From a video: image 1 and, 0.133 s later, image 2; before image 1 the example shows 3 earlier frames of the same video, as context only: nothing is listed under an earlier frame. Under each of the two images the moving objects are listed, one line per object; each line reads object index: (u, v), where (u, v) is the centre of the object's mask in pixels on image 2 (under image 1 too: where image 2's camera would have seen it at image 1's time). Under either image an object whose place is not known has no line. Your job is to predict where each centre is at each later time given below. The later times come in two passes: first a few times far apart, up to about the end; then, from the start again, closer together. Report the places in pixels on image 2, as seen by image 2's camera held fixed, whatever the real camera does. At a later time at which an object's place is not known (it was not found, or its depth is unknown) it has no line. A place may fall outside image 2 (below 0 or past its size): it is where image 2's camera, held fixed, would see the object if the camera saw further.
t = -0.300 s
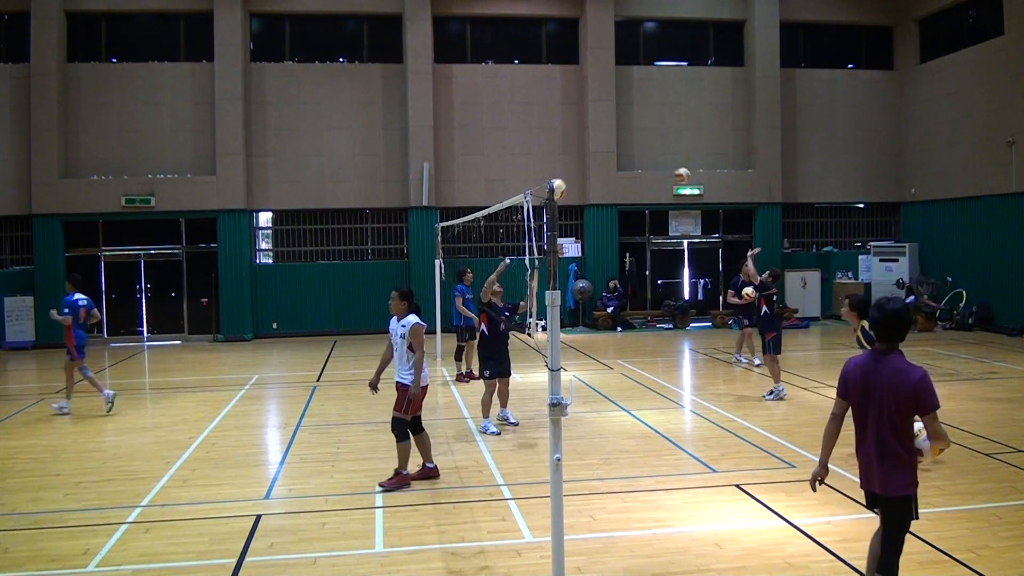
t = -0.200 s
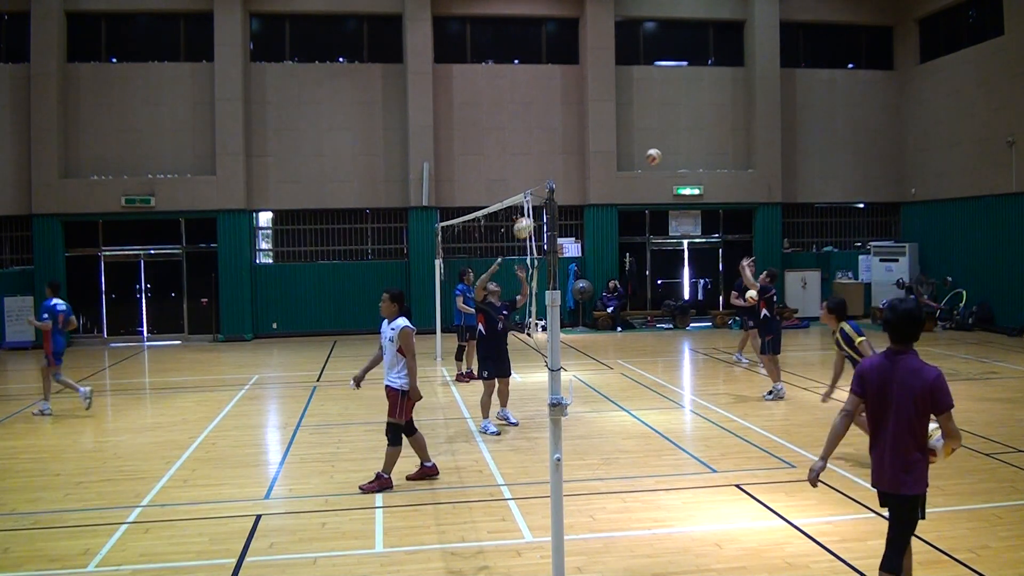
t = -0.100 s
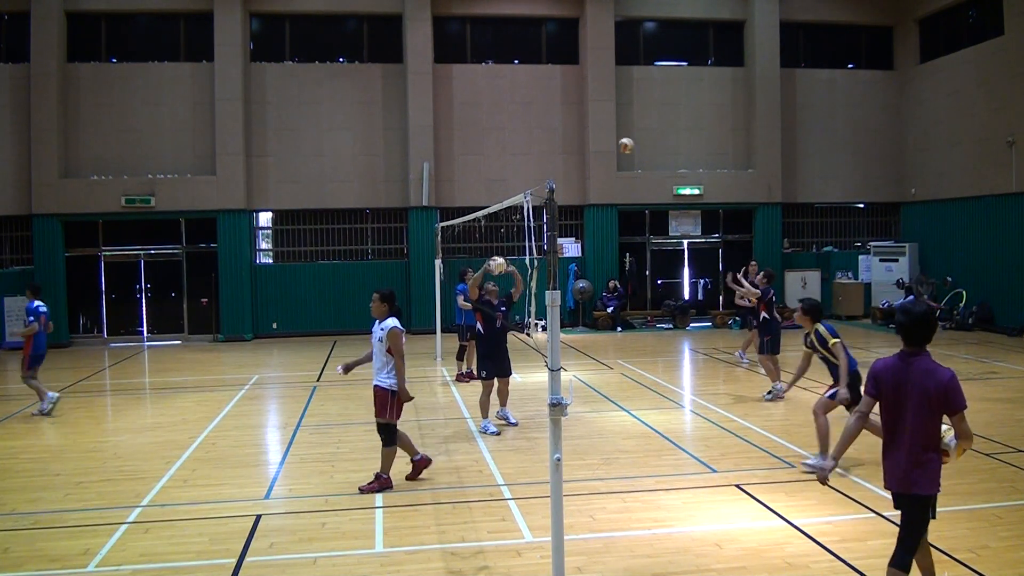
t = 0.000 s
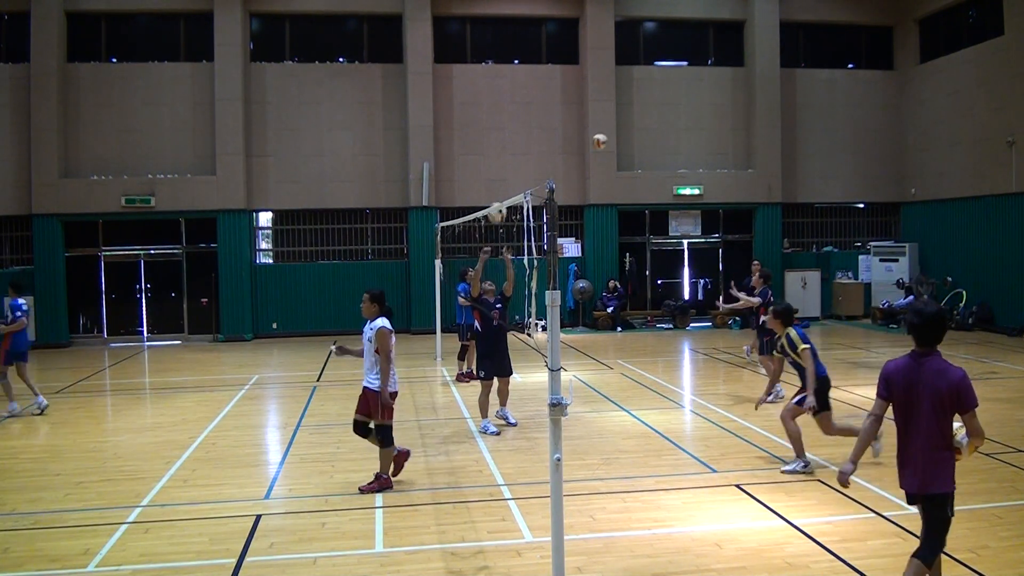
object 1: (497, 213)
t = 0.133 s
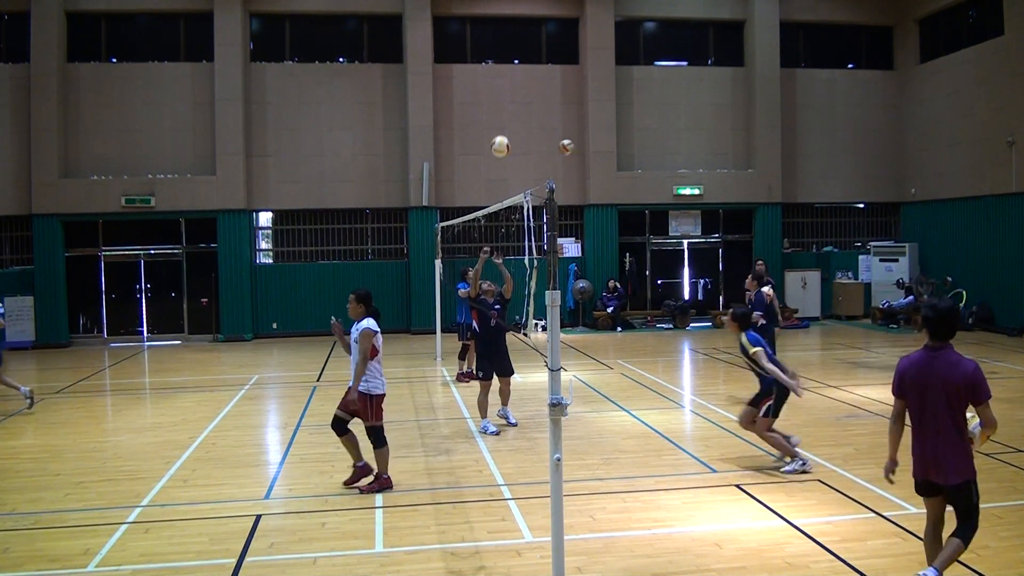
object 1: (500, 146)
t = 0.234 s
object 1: (503, 106)
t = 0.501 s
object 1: (513, 43)
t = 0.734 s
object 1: (524, 41)
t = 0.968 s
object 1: (536, 94)
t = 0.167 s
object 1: (501, 132)
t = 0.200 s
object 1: (502, 118)
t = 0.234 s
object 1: (503, 106)
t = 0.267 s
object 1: (505, 95)
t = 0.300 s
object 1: (506, 84)
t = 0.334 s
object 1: (507, 75)
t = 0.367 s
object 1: (508, 66)
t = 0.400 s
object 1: (510, 59)
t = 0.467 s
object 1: (512, 47)
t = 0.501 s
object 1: (513, 43)
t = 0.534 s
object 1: (515, 39)
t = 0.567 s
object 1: (516, 37)
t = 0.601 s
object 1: (518, 36)
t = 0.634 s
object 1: (519, 35)
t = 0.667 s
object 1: (521, 36)
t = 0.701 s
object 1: (522, 38)
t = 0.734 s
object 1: (524, 41)
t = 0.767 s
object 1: (525, 45)
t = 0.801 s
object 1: (527, 51)
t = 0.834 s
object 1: (529, 57)
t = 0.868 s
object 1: (531, 65)
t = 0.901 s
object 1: (532, 73)
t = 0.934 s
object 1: (534, 83)
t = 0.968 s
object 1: (536, 94)
